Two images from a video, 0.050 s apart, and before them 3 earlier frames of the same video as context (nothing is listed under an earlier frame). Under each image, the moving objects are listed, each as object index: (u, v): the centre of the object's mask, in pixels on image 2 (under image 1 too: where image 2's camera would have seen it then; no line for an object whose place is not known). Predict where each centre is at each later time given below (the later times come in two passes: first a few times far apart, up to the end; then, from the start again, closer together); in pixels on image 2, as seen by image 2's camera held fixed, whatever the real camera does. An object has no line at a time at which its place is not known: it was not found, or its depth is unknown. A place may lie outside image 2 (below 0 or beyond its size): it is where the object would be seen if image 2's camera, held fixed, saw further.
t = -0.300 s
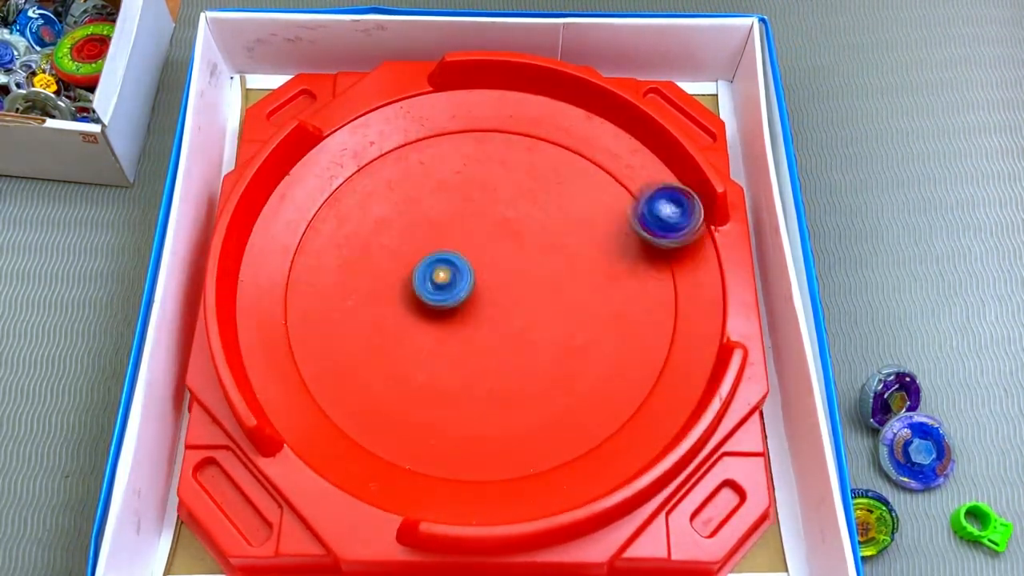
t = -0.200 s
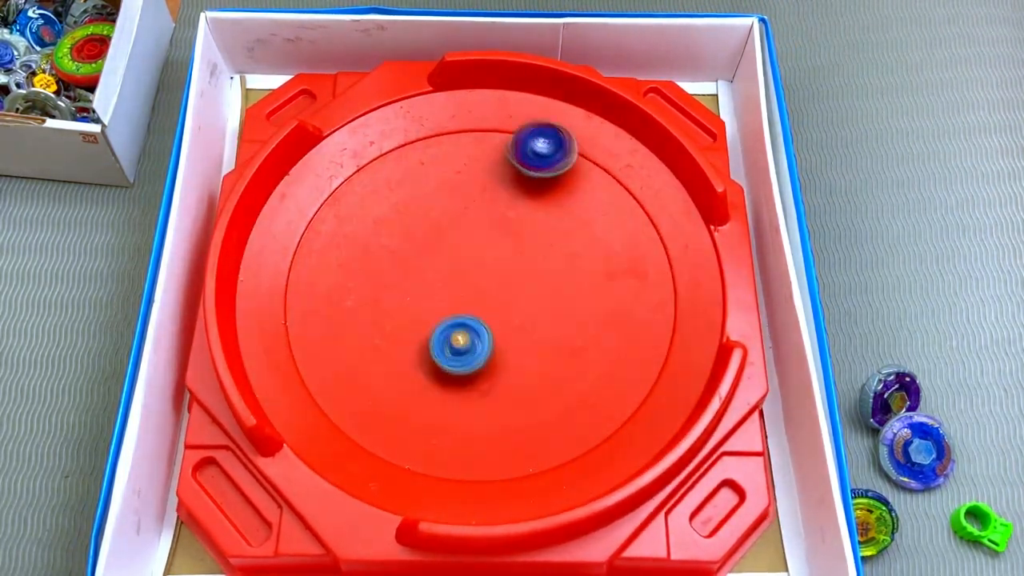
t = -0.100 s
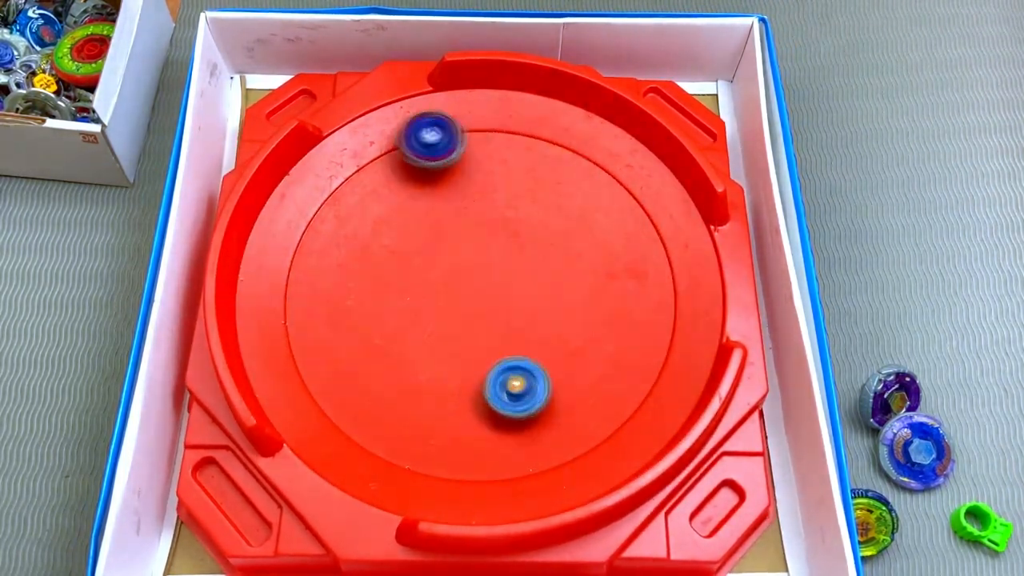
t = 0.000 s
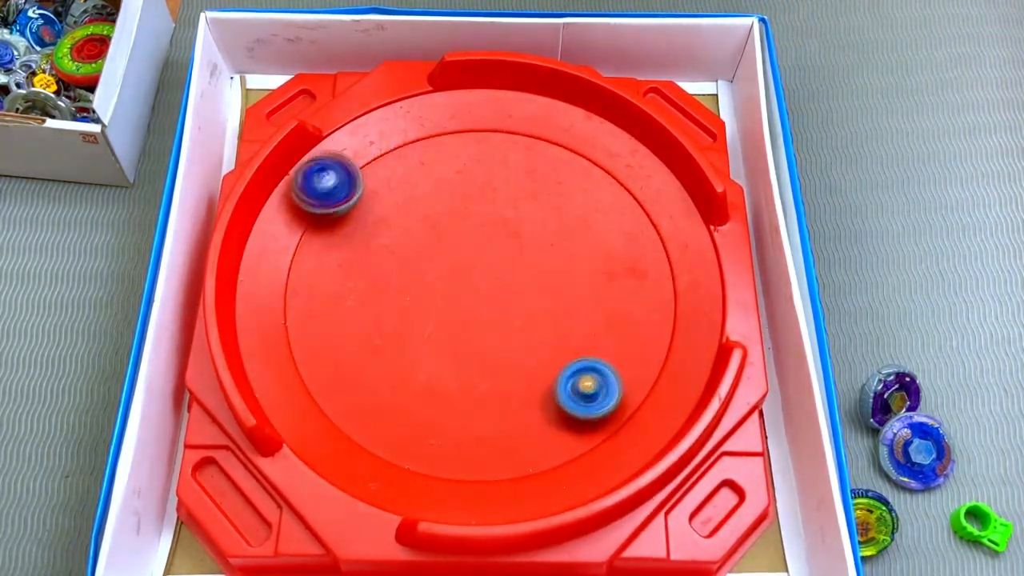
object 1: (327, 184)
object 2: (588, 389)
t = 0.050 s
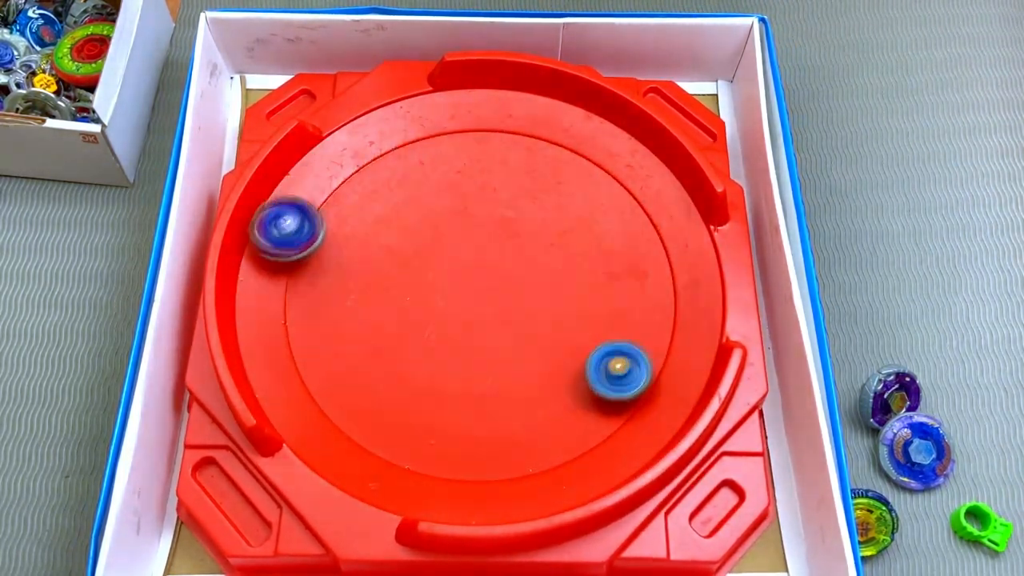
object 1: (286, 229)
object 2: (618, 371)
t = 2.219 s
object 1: (342, 404)
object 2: (444, 183)
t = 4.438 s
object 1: (362, 390)
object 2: (360, 316)
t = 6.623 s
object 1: (420, 370)
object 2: (447, 225)
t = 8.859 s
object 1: (572, 263)
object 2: (490, 258)
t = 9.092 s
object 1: (535, 265)
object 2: (428, 260)
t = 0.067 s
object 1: (276, 246)
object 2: (626, 363)
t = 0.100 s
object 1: (268, 281)
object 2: (638, 344)
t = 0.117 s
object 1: (270, 302)
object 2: (641, 335)
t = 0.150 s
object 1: (276, 339)
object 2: (641, 313)
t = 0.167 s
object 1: (282, 356)
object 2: (638, 303)
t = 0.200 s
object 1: (302, 391)
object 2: (629, 283)
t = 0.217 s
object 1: (315, 407)
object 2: (622, 274)
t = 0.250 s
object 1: (349, 434)
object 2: (604, 258)
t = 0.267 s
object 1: (366, 445)
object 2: (594, 253)
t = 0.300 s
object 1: (409, 460)
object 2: (571, 244)
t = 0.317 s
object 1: (431, 465)
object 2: (558, 241)
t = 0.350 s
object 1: (478, 467)
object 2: (533, 240)
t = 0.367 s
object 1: (502, 464)
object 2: (521, 241)
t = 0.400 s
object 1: (549, 451)
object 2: (496, 245)
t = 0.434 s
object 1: (589, 431)
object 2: (471, 253)
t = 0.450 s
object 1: (605, 420)
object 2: (461, 258)
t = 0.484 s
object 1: (633, 393)
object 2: (440, 271)
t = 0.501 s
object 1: (644, 379)
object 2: (431, 278)
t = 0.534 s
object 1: (661, 348)
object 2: (414, 295)
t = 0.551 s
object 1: (666, 333)
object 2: (408, 304)
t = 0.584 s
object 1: (672, 298)
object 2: (397, 325)
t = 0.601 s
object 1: (671, 281)
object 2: (394, 335)
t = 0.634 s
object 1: (664, 246)
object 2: (390, 357)
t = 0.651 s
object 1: (659, 232)
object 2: (391, 367)
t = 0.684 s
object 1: (641, 200)
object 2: (397, 389)
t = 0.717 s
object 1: (617, 174)
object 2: (408, 408)
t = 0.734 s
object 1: (603, 163)
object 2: (416, 417)
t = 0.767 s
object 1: (573, 145)
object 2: (435, 430)
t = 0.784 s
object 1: (558, 138)
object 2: (446, 434)
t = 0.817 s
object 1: (525, 130)
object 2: (469, 438)
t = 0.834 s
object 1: (508, 128)
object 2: (482, 437)
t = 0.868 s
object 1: (474, 126)
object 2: (505, 431)
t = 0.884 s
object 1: (457, 127)
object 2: (518, 426)
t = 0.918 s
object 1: (422, 135)
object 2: (536, 413)
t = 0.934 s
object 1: (407, 139)
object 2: (545, 404)
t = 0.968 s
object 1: (375, 154)
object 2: (556, 385)
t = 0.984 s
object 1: (360, 163)
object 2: (560, 374)
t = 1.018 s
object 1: (335, 183)
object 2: (563, 353)
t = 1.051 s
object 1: (312, 210)
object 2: (561, 331)
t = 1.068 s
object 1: (303, 228)
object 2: (557, 321)
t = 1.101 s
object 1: (291, 262)
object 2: (548, 302)
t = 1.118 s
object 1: (288, 283)
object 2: (541, 293)
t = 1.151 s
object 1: (291, 323)
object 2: (526, 277)
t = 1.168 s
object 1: (295, 342)
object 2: (517, 269)
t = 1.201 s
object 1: (314, 380)
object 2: (499, 258)
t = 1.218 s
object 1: (326, 398)
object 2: (488, 254)
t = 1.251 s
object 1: (357, 427)
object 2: (467, 247)
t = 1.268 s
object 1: (378, 440)
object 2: (456, 245)
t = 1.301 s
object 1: (423, 457)
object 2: (434, 245)
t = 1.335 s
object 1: (475, 464)
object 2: (411, 247)
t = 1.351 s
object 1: (500, 462)
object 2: (401, 249)
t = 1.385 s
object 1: (551, 451)
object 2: (380, 256)
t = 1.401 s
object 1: (573, 442)
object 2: (371, 261)
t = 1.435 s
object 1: (613, 414)
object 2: (354, 273)
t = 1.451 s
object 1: (630, 398)
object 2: (347, 280)
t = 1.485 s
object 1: (655, 362)
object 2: (338, 297)
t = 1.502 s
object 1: (663, 343)
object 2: (337, 305)
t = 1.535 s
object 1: (671, 304)
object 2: (338, 324)
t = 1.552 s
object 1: (670, 285)
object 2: (342, 332)
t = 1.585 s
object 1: (664, 247)
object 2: (354, 350)
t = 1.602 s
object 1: (658, 230)
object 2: (362, 356)
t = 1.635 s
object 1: (638, 198)
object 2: (380, 366)
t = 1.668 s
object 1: (614, 170)
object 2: (401, 371)
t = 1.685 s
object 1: (600, 160)
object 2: (412, 372)
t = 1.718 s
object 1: (570, 142)
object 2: (434, 371)
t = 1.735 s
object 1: (555, 137)
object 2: (445, 368)
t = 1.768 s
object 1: (523, 128)
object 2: (464, 360)
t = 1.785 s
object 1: (508, 127)
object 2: (473, 354)
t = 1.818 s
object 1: (475, 127)
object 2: (489, 341)
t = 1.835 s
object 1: (460, 128)
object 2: (496, 334)
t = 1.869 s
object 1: (428, 136)
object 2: (508, 318)
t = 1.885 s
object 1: (413, 141)
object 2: (512, 309)
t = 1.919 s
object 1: (384, 156)
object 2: (518, 292)
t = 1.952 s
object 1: (359, 174)
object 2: (520, 274)
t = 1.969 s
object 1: (347, 186)
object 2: (520, 265)
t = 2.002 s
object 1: (327, 210)
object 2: (518, 247)
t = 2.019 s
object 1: (318, 224)
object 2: (516, 239)
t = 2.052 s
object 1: (306, 252)
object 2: (509, 224)
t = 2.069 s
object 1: (302, 268)
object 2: (505, 216)
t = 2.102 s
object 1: (299, 298)
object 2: (496, 203)
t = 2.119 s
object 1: (301, 315)
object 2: (490, 197)
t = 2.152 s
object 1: (308, 347)
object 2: (477, 189)
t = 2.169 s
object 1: (315, 363)
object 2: (469, 185)
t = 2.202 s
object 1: (331, 391)
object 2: (453, 183)
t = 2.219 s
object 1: (342, 404)
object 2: (444, 183)
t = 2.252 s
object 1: (367, 426)
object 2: (428, 186)
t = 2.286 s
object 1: (400, 445)
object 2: (413, 194)
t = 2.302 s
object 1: (415, 451)
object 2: (407, 199)
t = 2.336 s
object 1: (452, 460)
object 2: (395, 212)
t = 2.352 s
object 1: (469, 462)
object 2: (391, 219)
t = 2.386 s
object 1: (506, 461)
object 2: (385, 236)
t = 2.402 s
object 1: (523, 459)
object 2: (385, 244)
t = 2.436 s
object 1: (557, 448)
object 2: (387, 263)
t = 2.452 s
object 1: (573, 441)
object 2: (390, 271)
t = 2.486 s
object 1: (602, 424)
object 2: (399, 288)
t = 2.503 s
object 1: (613, 413)
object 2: (405, 295)
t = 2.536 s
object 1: (635, 388)
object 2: (418, 309)
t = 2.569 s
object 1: (649, 361)
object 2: (435, 321)
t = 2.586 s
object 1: (654, 348)
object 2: (444, 326)
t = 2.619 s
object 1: (660, 319)
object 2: (464, 332)
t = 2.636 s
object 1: (660, 306)
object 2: (474, 334)
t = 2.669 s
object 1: (657, 277)
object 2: (495, 336)
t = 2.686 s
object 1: (652, 264)
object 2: (506, 336)
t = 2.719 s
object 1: (640, 238)
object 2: (526, 333)
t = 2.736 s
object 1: (633, 228)
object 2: (536, 330)
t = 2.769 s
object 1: (613, 206)
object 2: (556, 322)
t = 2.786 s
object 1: (603, 196)
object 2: (564, 318)
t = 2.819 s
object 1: (578, 180)
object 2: (580, 307)
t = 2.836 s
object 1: (566, 174)
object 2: (586, 301)
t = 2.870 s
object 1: (538, 164)
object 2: (596, 286)
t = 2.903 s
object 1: (509, 159)
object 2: (602, 270)
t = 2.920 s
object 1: (494, 157)
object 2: (604, 261)
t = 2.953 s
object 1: (464, 159)
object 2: (603, 245)
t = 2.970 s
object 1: (450, 161)
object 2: (601, 238)
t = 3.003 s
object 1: (422, 169)
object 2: (594, 224)
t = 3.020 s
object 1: (408, 174)
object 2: (589, 217)
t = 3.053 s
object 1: (383, 188)
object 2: (576, 206)
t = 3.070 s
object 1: (370, 197)
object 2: (567, 202)
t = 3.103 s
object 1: (350, 217)
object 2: (550, 197)
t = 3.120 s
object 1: (340, 230)
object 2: (540, 195)
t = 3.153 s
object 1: (326, 254)
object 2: (521, 196)
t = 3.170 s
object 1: (321, 268)
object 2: (511, 198)
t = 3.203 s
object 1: (315, 295)
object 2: (492, 205)
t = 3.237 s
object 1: (315, 323)
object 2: (474, 216)
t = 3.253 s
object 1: (318, 337)
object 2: (466, 223)
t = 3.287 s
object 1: (327, 365)
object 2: (453, 238)
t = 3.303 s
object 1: (334, 378)
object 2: (448, 246)
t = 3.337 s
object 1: (353, 402)
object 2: (440, 264)
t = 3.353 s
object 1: (364, 412)
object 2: (436, 274)
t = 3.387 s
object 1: (391, 430)
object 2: (433, 292)
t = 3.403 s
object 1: (406, 437)
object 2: (433, 302)
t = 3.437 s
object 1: (438, 447)
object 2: (434, 322)
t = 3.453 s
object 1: (455, 449)
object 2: (436, 331)
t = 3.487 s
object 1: (489, 449)
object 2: (442, 350)
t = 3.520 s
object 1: (523, 443)
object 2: (452, 367)
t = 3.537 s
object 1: (538, 439)
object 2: (457, 374)
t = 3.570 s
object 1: (567, 425)
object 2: (471, 388)
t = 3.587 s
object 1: (580, 417)
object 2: (479, 393)
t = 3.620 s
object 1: (602, 396)
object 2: (498, 403)
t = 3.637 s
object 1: (612, 385)
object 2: (507, 406)
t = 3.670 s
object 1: (627, 360)
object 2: (526, 410)
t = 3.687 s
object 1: (632, 348)
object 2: (535, 411)
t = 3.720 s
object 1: (639, 321)
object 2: (556, 408)
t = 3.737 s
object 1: (640, 308)
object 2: (566, 405)
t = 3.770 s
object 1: (637, 282)
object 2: (583, 397)
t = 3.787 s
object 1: (635, 269)
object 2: (591, 391)
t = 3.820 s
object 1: (624, 244)
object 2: (604, 377)
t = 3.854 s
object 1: (609, 223)
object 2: (613, 361)
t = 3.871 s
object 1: (600, 213)
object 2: (616, 352)
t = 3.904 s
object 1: (580, 196)
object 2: (617, 334)
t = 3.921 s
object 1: (569, 189)
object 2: (616, 324)
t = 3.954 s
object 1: (544, 178)
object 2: (609, 307)
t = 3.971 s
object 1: (531, 172)
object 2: (604, 298)
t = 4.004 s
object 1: (504, 166)
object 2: (591, 284)
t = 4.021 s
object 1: (491, 166)
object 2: (583, 277)
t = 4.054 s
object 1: (464, 166)
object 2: (567, 266)
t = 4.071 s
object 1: (451, 167)
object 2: (557, 261)
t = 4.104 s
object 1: (424, 175)
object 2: (538, 254)
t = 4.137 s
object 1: (400, 186)
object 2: (517, 249)
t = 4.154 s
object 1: (388, 193)
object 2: (506, 248)
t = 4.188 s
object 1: (366, 209)
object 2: (486, 247)
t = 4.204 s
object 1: (357, 220)
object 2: (474, 248)
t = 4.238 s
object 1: (342, 241)
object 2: (454, 251)
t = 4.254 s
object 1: (336, 252)
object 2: (444, 254)
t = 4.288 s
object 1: (328, 277)
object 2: (424, 261)
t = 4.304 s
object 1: (326, 291)
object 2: (415, 265)
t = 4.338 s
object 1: (326, 317)
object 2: (398, 275)
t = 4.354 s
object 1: (329, 331)
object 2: (390, 281)
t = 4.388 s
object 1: (337, 355)
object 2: (376, 293)
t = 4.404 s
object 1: (344, 368)
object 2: (370, 301)
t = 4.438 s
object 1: (362, 390)
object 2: (360, 316)
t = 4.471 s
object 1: (386, 409)
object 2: (354, 334)
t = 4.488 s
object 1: (399, 417)
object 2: (352, 342)
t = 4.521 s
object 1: (427, 429)
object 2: (352, 361)
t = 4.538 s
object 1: (441, 433)
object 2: (354, 369)
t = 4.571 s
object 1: (474, 436)
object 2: (364, 386)
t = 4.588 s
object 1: (489, 435)
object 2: (369, 394)
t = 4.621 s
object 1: (520, 430)
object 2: (385, 406)
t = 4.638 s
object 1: (534, 426)
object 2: (394, 411)
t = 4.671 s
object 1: (561, 414)
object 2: (415, 417)
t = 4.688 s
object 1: (574, 406)
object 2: (426, 418)
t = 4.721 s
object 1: (596, 387)
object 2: (448, 418)
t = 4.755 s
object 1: (613, 366)
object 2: (470, 413)
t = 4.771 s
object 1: (619, 355)
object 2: (481, 409)
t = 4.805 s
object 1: (628, 331)
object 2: (499, 397)
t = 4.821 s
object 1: (630, 318)
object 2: (507, 390)
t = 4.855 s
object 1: (631, 293)
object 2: (522, 375)
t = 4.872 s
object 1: (630, 281)
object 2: (528, 366)
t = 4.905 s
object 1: (623, 258)
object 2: (536, 348)
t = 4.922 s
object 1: (618, 247)
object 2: (539, 338)
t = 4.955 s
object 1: (605, 227)
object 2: (543, 319)
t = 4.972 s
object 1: (597, 217)
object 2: (543, 309)
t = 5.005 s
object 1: (578, 201)
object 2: (540, 291)
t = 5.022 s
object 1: (568, 194)
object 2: (538, 282)
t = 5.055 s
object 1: (545, 184)
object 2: (531, 264)
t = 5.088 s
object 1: (522, 177)
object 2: (523, 248)
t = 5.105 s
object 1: (509, 175)
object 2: (517, 240)
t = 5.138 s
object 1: (485, 165)
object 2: (506, 239)
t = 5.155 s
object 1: (471, 150)
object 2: (501, 252)
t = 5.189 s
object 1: (446, 132)
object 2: (491, 271)
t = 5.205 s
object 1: (433, 126)
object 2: (485, 279)
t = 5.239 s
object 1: (409, 122)
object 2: (477, 291)
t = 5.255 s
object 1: (396, 124)
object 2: (472, 297)
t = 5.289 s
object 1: (371, 128)
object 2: (467, 306)
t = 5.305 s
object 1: (358, 131)
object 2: (465, 312)
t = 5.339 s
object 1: (345, 145)
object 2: (463, 325)
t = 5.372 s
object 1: (343, 172)
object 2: (461, 336)
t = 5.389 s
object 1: (343, 188)
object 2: (462, 342)
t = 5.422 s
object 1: (344, 215)
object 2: (466, 353)
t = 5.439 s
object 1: (345, 227)
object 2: (468, 358)
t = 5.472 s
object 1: (351, 252)
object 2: (473, 368)
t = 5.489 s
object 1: (356, 263)
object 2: (477, 372)
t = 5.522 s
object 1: (369, 284)
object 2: (487, 378)
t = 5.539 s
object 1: (378, 293)
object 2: (492, 380)
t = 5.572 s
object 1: (397, 310)
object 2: (504, 380)
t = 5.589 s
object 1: (406, 317)
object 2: (510, 380)
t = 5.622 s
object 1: (428, 329)
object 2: (523, 375)
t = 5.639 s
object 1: (440, 335)
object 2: (528, 371)
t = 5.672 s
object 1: (463, 343)
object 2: (536, 361)
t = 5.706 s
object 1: (464, 341)
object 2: (574, 358)
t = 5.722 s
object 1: (462, 339)
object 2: (593, 357)
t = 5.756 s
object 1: (464, 336)
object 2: (625, 352)
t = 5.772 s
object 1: (466, 336)
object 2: (635, 348)
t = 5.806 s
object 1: (476, 335)
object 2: (650, 338)
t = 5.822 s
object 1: (482, 334)
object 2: (656, 332)
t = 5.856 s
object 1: (497, 332)
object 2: (665, 318)
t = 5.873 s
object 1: (503, 330)
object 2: (668, 311)
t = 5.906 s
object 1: (516, 324)
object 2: (669, 294)
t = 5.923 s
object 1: (521, 321)
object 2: (667, 286)
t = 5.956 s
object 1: (530, 312)
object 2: (663, 270)
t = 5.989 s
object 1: (536, 304)
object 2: (657, 257)
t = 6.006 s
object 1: (538, 299)
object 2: (652, 251)
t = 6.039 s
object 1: (540, 290)
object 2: (642, 240)
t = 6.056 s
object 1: (540, 285)
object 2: (634, 234)
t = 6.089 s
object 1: (540, 277)
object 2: (620, 227)
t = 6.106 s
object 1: (538, 273)
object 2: (611, 223)
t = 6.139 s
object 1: (535, 266)
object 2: (594, 218)
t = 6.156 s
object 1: (533, 263)
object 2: (584, 217)
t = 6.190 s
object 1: (520, 261)
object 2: (581, 207)
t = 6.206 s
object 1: (510, 263)
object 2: (585, 198)
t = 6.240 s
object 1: (493, 265)
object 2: (586, 183)
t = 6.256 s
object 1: (485, 265)
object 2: (582, 178)
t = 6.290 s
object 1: (472, 267)
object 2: (574, 171)
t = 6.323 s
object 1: (460, 271)
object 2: (563, 164)
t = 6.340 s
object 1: (455, 274)
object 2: (555, 161)
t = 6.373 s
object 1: (443, 280)
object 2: (542, 159)
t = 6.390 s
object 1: (437, 285)
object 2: (534, 158)
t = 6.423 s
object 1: (427, 295)
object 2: (519, 160)
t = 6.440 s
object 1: (422, 300)
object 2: (511, 163)
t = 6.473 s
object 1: (414, 312)
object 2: (497, 169)
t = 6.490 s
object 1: (412, 319)
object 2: (489, 173)
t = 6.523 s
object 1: (408, 332)
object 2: (476, 184)
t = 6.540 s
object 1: (408, 339)
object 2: (470, 190)
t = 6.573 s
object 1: (409, 352)
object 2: (459, 203)
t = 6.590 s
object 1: (412, 359)
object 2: (455, 211)
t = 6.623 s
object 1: (420, 370)
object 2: (447, 225)
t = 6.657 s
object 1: (432, 378)
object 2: (442, 240)
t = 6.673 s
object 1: (439, 380)
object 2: (439, 248)
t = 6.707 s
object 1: (455, 383)
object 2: (436, 265)
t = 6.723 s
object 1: (463, 383)
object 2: (435, 272)
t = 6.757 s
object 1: (479, 380)
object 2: (434, 288)
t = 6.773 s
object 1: (486, 377)
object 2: (434, 296)
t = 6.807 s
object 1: (498, 368)
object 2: (435, 312)
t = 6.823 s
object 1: (503, 362)
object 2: (435, 320)
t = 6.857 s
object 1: (511, 350)
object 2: (438, 336)
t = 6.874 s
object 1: (514, 344)
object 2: (440, 343)
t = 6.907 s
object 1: (517, 330)
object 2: (445, 358)
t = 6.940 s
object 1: (519, 316)
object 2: (450, 372)
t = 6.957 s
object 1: (518, 309)
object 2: (454, 379)
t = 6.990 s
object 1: (515, 296)
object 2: (462, 392)
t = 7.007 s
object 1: (511, 290)
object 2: (468, 398)
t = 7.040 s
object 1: (505, 278)
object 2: (478, 408)
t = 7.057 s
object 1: (500, 273)
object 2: (484, 413)
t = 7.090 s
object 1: (491, 262)
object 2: (496, 421)
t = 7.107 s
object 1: (486, 258)
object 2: (504, 424)
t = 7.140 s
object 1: (474, 250)
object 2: (518, 427)
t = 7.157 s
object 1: (467, 248)
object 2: (526, 429)
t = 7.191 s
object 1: (454, 245)
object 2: (540, 428)
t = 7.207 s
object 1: (448, 245)
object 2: (547, 426)
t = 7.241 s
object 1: (434, 245)
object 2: (560, 420)
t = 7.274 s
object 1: (422, 249)
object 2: (571, 411)
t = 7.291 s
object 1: (416, 251)
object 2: (575, 405)
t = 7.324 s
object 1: (407, 258)
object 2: (581, 394)
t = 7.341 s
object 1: (403, 262)
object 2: (583, 386)
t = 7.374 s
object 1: (398, 272)
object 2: (584, 373)
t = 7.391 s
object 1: (396, 278)
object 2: (583, 365)
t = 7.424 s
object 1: (396, 289)
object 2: (580, 351)
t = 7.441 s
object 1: (396, 295)
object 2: (576, 344)
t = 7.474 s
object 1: (402, 305)
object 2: (569, 331)
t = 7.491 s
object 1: (405, 311)
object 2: (564, 325)
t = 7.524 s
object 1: (414, 319)
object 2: (553, 314)
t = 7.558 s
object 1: (426, 326)
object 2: (541, 304)
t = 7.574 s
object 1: (432, 329)
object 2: (534, 299)
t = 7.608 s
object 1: (446, 333)
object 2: (521, 290)
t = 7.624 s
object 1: (454, 333)
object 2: (515, 287)
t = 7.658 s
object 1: (469, 333)
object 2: (501, 279)
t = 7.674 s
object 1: (474, 334)
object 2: (497, 272)
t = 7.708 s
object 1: (486, 338)
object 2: (488, 260)
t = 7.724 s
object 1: (492, 338)
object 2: (483, 254)
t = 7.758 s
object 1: (505, 337)
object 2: (472, 245)
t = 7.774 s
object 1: (510, 335)
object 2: (466, 240)
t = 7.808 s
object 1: (521, 329)
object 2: (454, 233)
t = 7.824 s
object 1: (525, 326)
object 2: (449, 229)
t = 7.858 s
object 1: (533, 318)
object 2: (436, 222)
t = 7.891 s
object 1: (536, 309)
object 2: (423, 216)
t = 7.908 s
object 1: (538, 304)
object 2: (417, 214)
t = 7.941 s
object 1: (536, 295)
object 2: (404, 211)
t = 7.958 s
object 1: (535, 290)
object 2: (397, 211)
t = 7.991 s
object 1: (530, 282)
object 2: (384, 211)
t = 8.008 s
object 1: (527, 278)
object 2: (378, 211)
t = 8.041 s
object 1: (519, 273)
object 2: (367, 215)
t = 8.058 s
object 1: (515, 270)
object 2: (363, 218)
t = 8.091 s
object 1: (505, 267)
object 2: (355, 226)
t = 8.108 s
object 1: (499, 267)
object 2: (353, 231)
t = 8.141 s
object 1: (489, 266)
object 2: (350, 242)
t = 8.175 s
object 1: (478, 269)
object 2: (350, 253)
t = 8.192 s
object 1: (473, 271)
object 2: (352, 259)
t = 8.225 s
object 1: (464, 277)
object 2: (358, 271)
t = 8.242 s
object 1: (460, 281)
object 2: (362, 277)
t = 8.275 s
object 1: (455, 289)
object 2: (372, 287)
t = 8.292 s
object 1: (452, 294)
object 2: (378, 292)
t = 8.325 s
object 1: (457, 303)
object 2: (383, 300)
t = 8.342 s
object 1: (462, 307)
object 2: (385, 303)
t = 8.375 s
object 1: (473, 313)
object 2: (393, 310)
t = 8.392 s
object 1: (479, 316)
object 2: (399, 313)
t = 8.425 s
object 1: (490, 319)
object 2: (411, 318)
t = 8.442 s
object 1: (497, 322)
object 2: (418, 320)
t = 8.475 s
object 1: (508, 324)
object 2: (431, 322)
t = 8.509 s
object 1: (519, 323)
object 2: (446, 324)
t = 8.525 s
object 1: (525, 322)
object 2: (453, 324)
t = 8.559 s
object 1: (537, 318)
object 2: (464, 322)
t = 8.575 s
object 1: (546, 317)
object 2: (466, 321)
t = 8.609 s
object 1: (557, 313)
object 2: (474, 317)
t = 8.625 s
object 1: (561, 310)
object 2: (478, 315)
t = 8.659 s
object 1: (568, 305)
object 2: (487, 308)
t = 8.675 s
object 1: (572, 302)
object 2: (490, 305)
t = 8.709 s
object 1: (577, 294)
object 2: (497, 297)
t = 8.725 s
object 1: (578, 290)
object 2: (499, 293)
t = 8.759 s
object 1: (579, 281)
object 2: (503, 284)
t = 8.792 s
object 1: (575, 273)
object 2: (504, 275)
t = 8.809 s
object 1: (573, 270)
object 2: (504, 272)
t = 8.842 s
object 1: (573, 265)
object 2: (494, 262)
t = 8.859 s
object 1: (572, 263)
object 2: (490, 258)
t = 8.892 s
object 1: (570, 259)
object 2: (482, 252)
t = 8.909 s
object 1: (569, 258)
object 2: (477, 251)
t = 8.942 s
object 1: (563, 257)
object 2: (468, 248)
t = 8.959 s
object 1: (562, 257)
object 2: (462, 247)
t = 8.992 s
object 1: (555, 258)
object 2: (453, 248)
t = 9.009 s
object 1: (552, 258)
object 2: (448, 249)
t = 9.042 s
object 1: (546, 260)
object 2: (439, 252)
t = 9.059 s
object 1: (542, 261)
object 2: (435, 254)
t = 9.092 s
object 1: (535, 265)
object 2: (428, 260)
